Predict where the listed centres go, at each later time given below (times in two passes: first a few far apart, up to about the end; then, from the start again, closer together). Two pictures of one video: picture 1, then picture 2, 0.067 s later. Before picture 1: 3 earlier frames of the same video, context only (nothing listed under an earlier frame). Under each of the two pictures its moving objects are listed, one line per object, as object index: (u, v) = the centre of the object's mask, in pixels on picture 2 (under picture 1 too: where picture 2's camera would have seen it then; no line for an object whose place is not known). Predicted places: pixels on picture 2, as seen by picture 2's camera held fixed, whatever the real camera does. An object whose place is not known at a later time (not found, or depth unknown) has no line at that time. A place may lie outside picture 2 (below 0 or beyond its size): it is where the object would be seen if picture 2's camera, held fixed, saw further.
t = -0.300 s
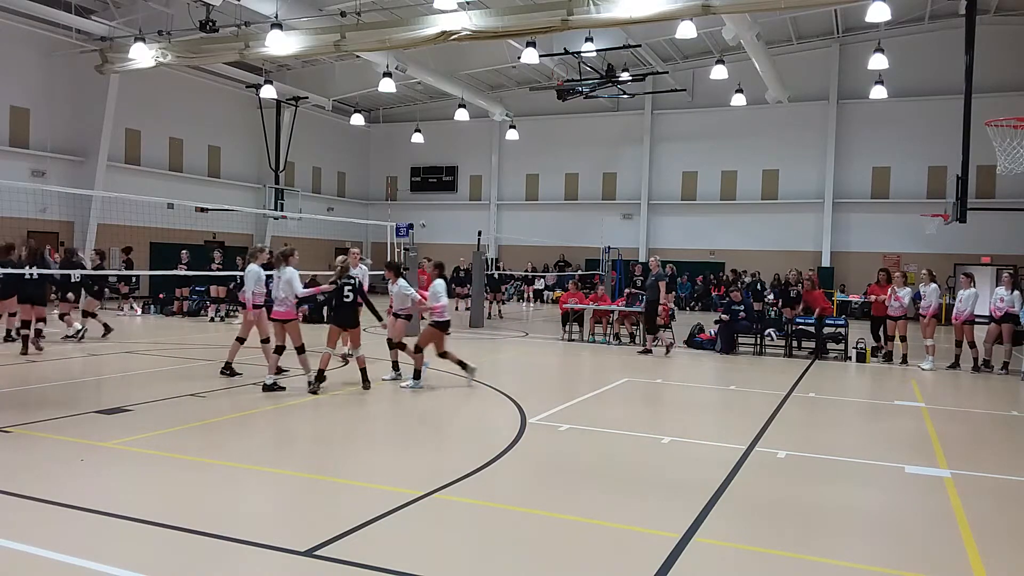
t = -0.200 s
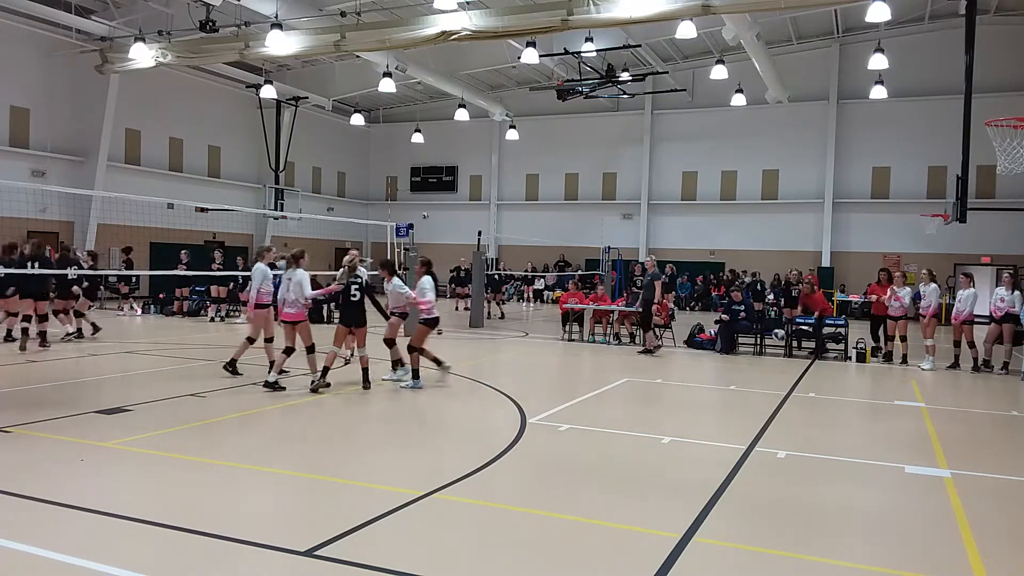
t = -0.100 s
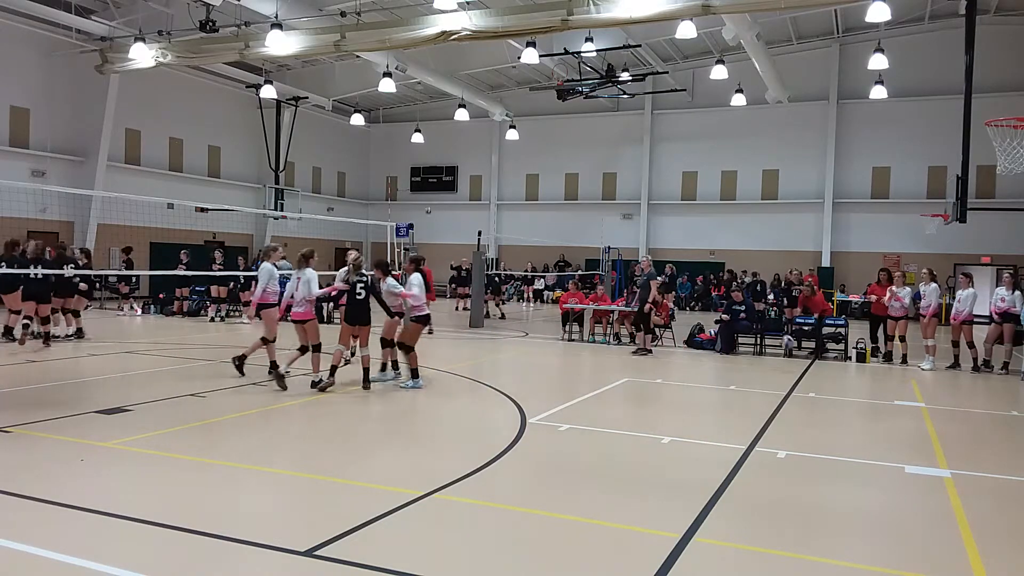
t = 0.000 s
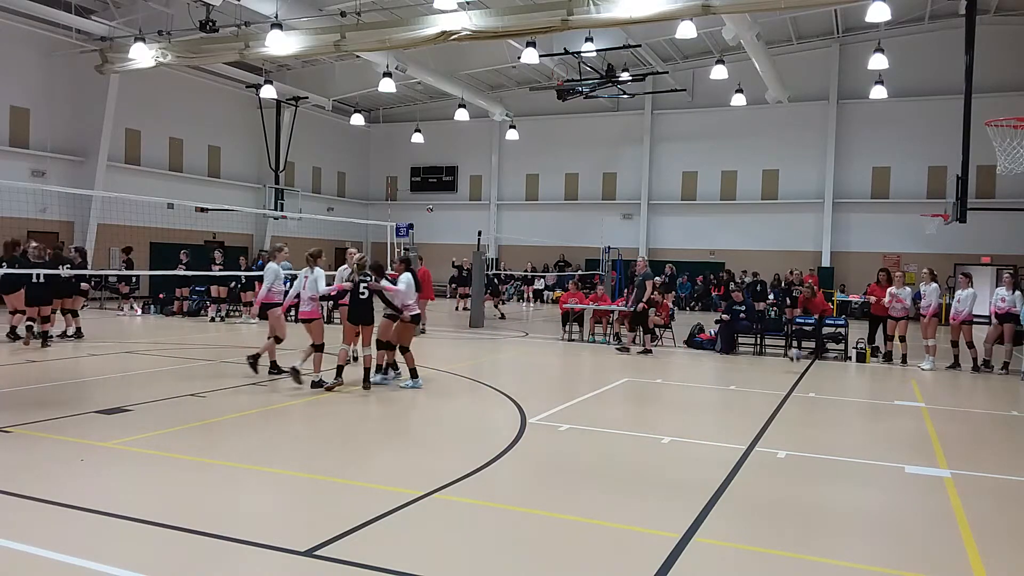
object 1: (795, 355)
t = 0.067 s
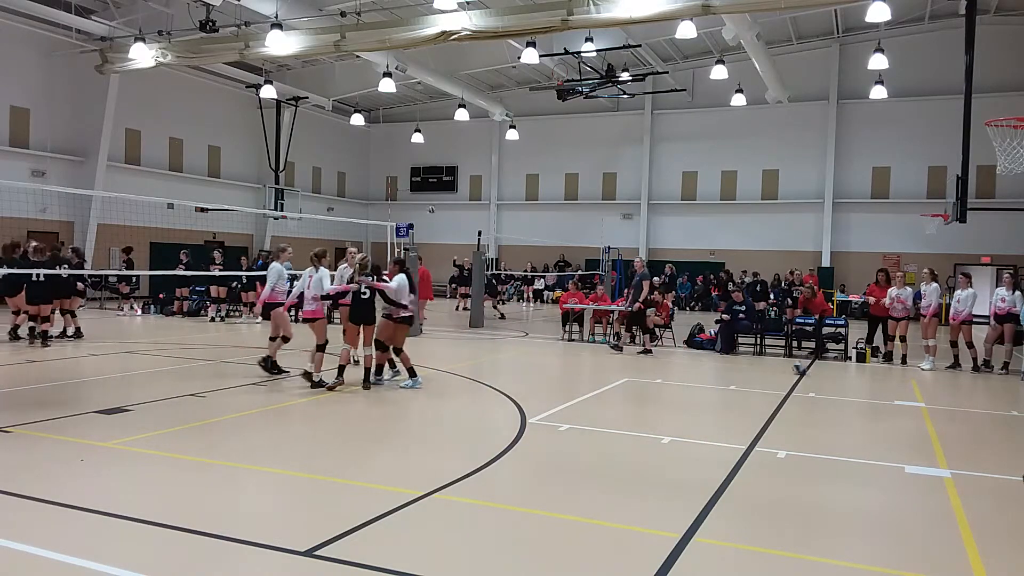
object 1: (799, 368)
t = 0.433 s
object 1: (833, 359)
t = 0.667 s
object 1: (855, 371)
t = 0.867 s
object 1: (876, 373)
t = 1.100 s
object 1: (903, 384)
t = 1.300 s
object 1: (926, 396)
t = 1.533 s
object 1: (956, 401)
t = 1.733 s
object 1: (982, 408)
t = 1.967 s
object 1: (1015, 419)
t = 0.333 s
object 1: (823, 353)
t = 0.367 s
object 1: (827, 354)
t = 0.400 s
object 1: (829, 355)
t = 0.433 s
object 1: (833, 359)
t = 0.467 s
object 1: (835, 362)
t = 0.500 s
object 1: (839, 367)
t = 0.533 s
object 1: (842, 374)
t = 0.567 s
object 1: (845, 379)
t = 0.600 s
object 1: (849, 376)
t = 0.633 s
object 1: (852, 374)
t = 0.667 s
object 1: (855, 371)
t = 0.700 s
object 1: (859, 369)
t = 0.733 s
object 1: (862, 368)
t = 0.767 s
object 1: (866, 369)
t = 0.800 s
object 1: (870, 369)
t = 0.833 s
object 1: (873, 371)
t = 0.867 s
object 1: (876, 373)
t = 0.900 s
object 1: (880, 378)
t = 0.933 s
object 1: (883, 381)
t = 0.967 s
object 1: (886, 386)
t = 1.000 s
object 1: (890, 391)
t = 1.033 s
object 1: (894, 388)
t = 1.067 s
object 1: (898, 386)
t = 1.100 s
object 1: (903, 384)
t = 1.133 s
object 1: (906, 384)
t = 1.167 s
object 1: (910, 384)
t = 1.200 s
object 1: (914, 386)
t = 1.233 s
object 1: (918, 388)
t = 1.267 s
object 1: (922, 391)
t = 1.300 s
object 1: (926, 396)
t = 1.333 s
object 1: (930, 401)
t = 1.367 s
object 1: (935, 399)
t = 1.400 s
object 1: (939, 398)
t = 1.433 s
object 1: (943, 397)
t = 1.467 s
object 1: (947, 397)
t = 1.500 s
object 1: (951, 399)
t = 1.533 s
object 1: (956, 401)
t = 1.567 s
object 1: (960, 404)
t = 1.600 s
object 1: (964, 410)
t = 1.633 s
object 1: (969, 409)
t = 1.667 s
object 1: (973, 408)
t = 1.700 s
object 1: (978, 408)
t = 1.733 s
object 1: (982, 408)
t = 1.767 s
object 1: (986, 410)
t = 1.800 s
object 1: (991, 413)
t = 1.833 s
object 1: (996, 417)
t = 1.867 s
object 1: (1001, 417)
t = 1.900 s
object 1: (1006, 417)
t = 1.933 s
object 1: (1011, 417)
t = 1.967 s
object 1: (1015, 419)
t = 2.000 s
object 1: (1017, 422)
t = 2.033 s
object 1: (1019, 424)
